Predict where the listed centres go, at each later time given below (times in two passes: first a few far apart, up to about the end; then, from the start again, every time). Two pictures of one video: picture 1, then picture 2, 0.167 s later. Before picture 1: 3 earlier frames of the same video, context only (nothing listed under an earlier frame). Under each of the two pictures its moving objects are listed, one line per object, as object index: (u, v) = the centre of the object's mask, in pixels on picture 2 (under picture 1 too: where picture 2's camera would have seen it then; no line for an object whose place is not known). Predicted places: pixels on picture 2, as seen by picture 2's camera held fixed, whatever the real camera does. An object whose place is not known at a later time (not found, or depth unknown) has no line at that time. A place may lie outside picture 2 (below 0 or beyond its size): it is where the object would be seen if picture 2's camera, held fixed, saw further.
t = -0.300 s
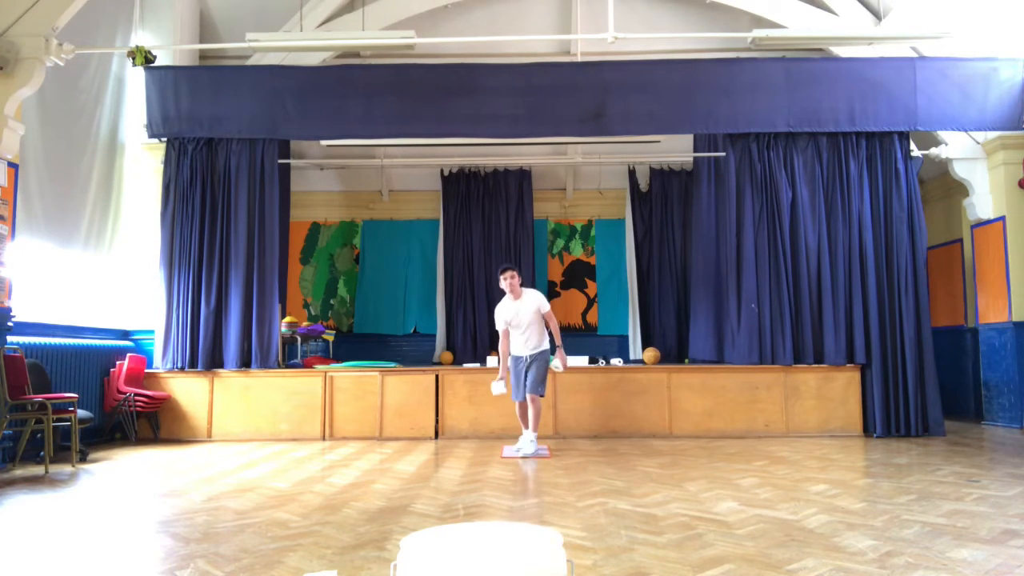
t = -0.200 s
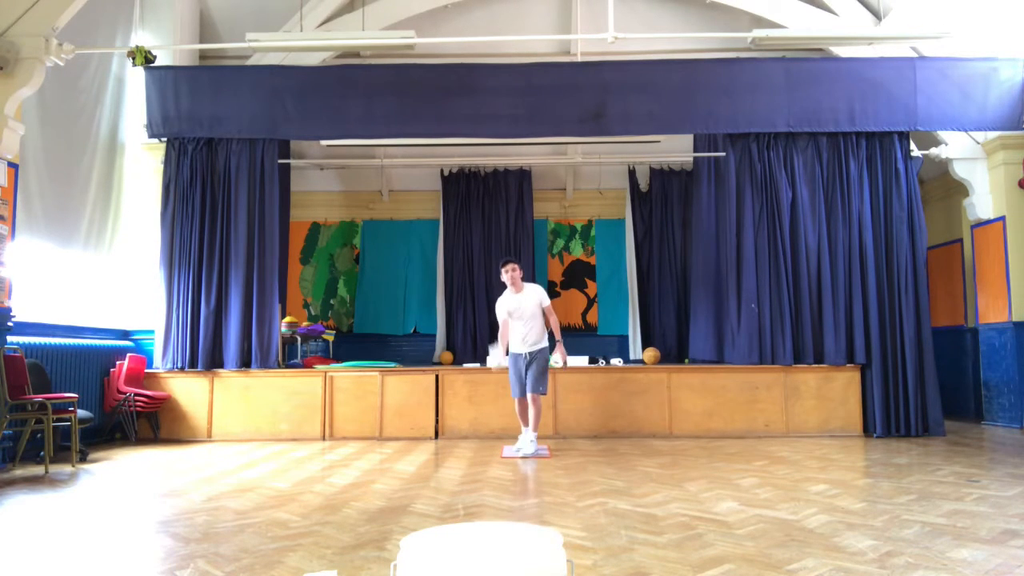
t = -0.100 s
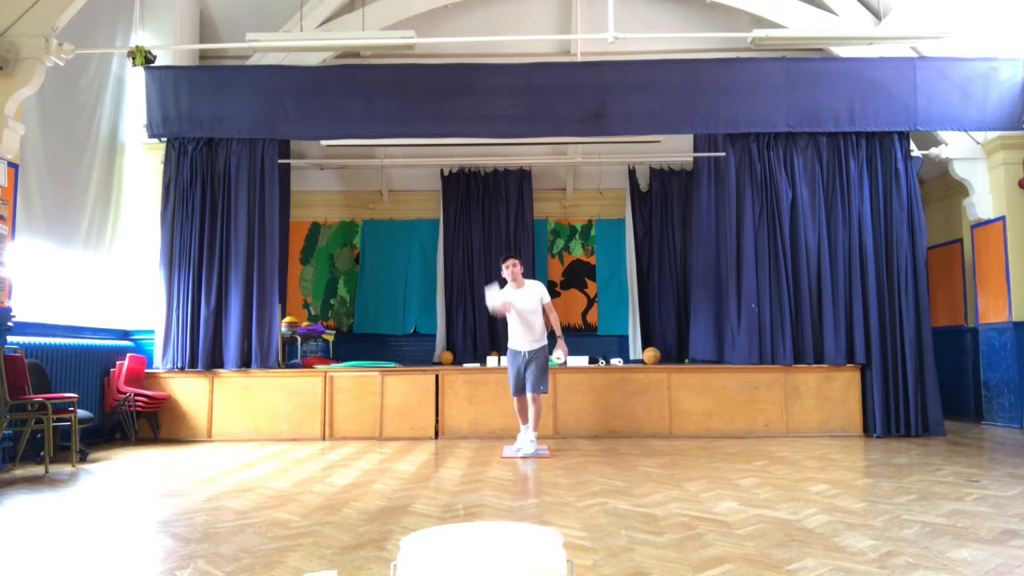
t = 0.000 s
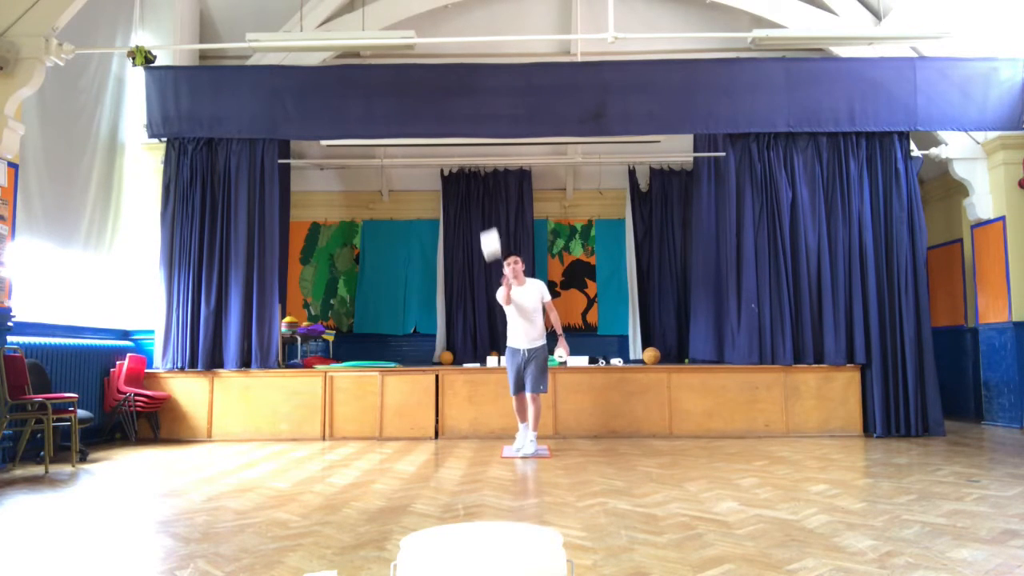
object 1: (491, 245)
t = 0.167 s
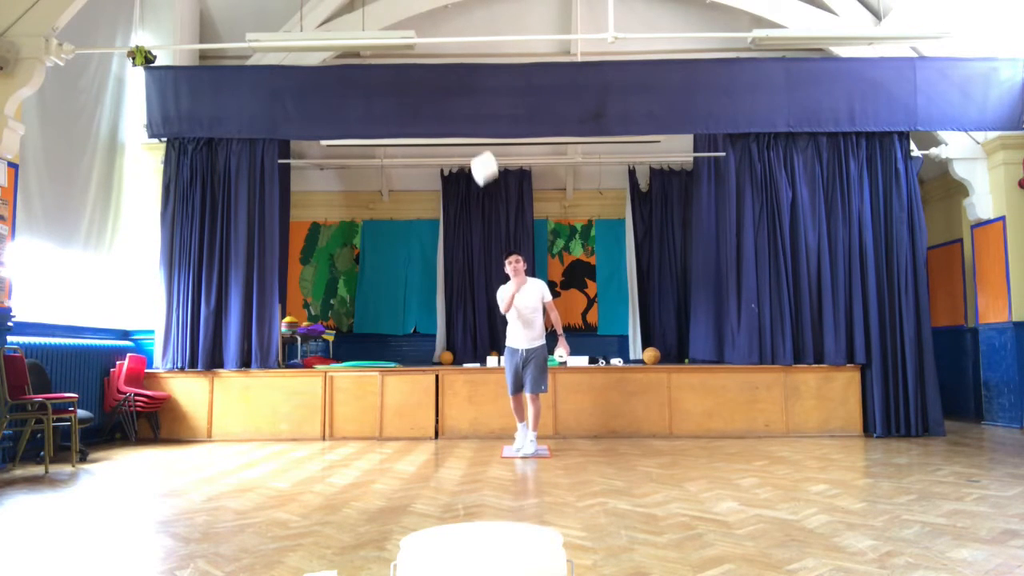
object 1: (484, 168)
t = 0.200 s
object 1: (483, 156)
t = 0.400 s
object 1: (471, 118)
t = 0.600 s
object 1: (452, 185)
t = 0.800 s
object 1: (406, 518)
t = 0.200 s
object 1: (483, 156)
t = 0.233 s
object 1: (481, 145)
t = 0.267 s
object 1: (479, 136)
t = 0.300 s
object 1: (478, 128)
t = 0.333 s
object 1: (476, 122)
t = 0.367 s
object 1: (473, 119)
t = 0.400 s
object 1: (471, 118)
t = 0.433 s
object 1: (469, 119)
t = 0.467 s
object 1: (466, 123)
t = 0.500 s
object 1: (463, 131)
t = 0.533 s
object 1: (460, 143)
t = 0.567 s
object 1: (456, 162)
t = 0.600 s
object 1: (452, 185)
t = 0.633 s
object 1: (447, 214)
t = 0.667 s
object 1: (442, 252)
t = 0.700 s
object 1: (437, 299)
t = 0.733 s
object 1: (428, 353)
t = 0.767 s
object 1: (418, 431)
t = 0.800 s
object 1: (406, 518)
